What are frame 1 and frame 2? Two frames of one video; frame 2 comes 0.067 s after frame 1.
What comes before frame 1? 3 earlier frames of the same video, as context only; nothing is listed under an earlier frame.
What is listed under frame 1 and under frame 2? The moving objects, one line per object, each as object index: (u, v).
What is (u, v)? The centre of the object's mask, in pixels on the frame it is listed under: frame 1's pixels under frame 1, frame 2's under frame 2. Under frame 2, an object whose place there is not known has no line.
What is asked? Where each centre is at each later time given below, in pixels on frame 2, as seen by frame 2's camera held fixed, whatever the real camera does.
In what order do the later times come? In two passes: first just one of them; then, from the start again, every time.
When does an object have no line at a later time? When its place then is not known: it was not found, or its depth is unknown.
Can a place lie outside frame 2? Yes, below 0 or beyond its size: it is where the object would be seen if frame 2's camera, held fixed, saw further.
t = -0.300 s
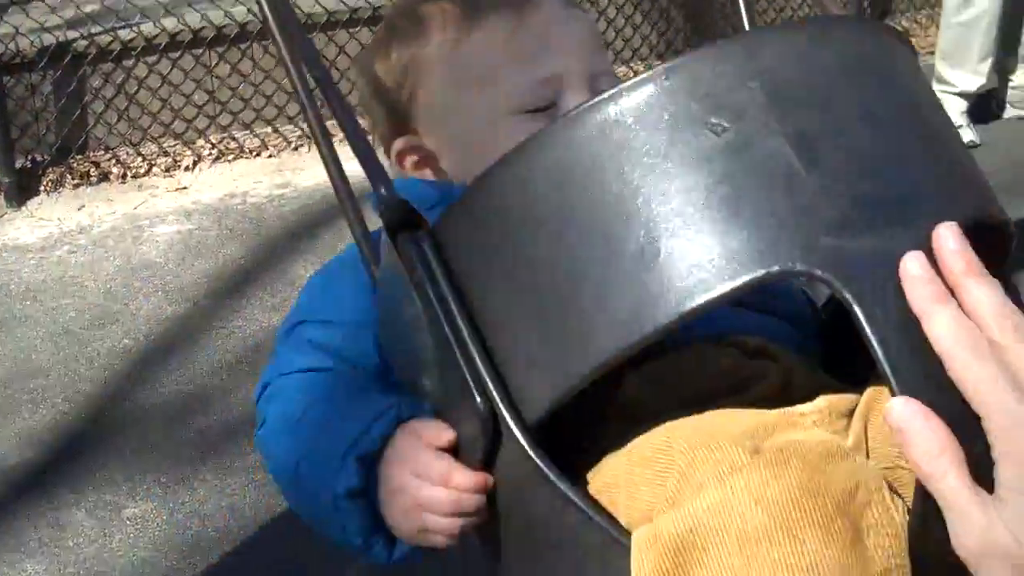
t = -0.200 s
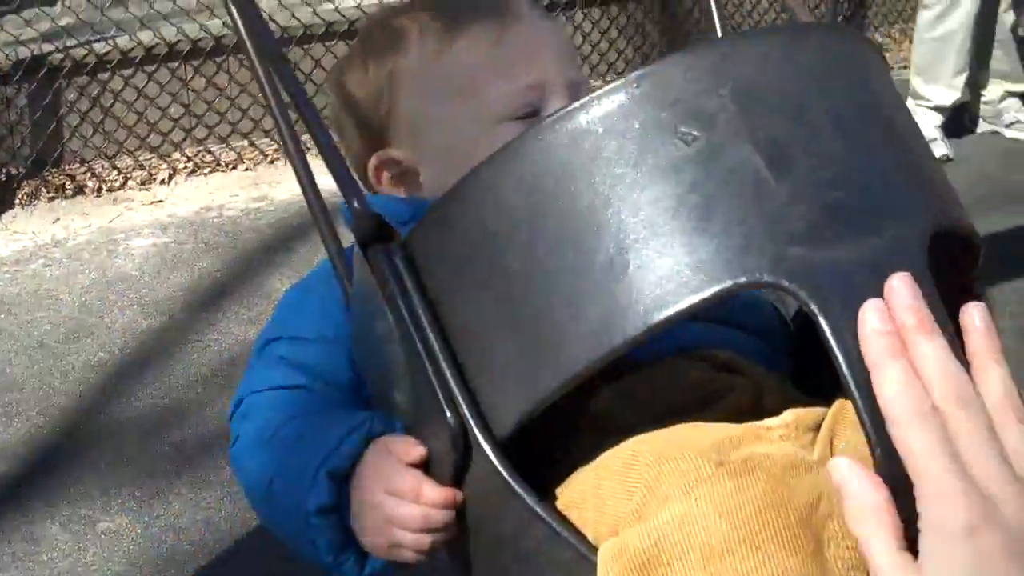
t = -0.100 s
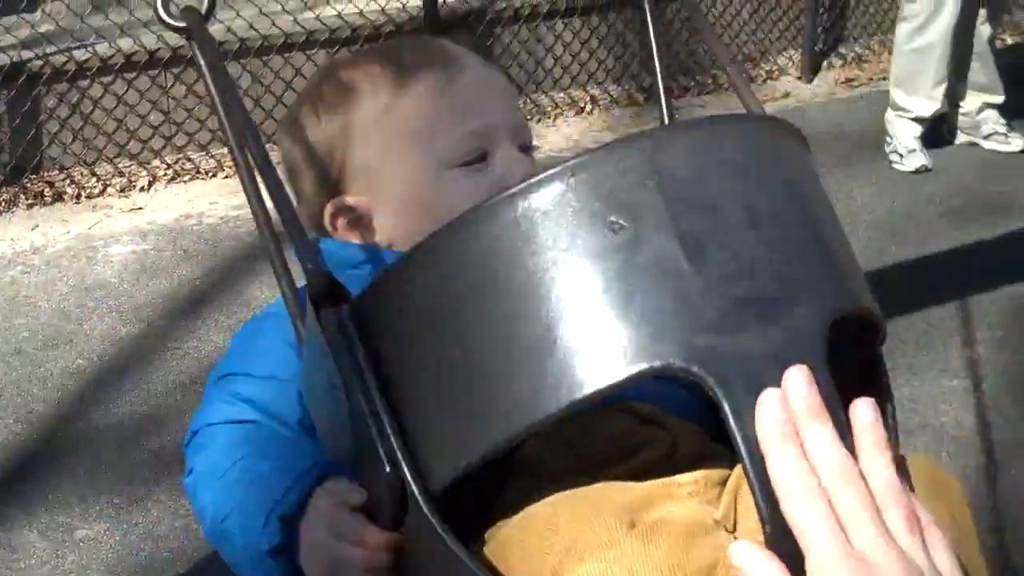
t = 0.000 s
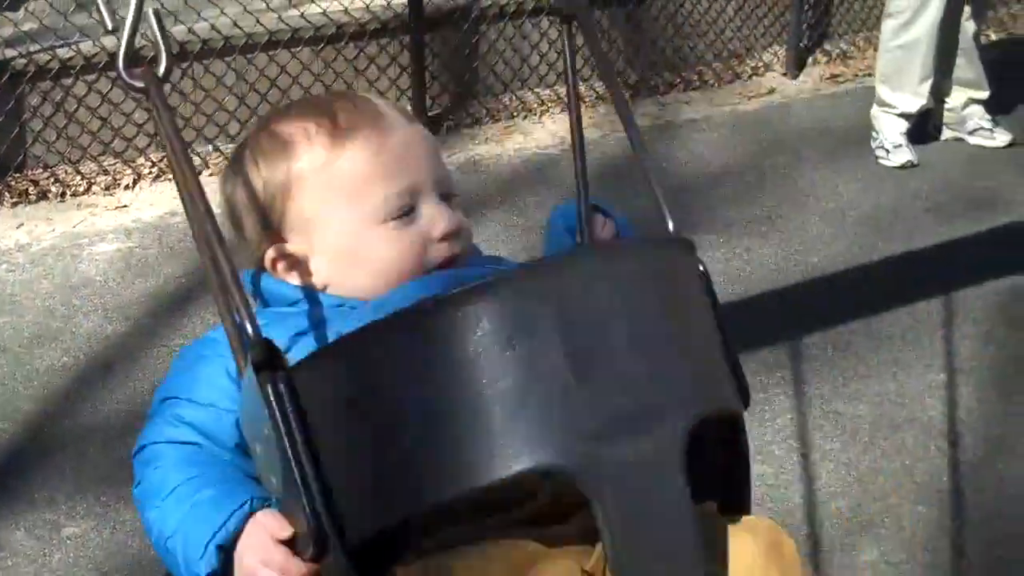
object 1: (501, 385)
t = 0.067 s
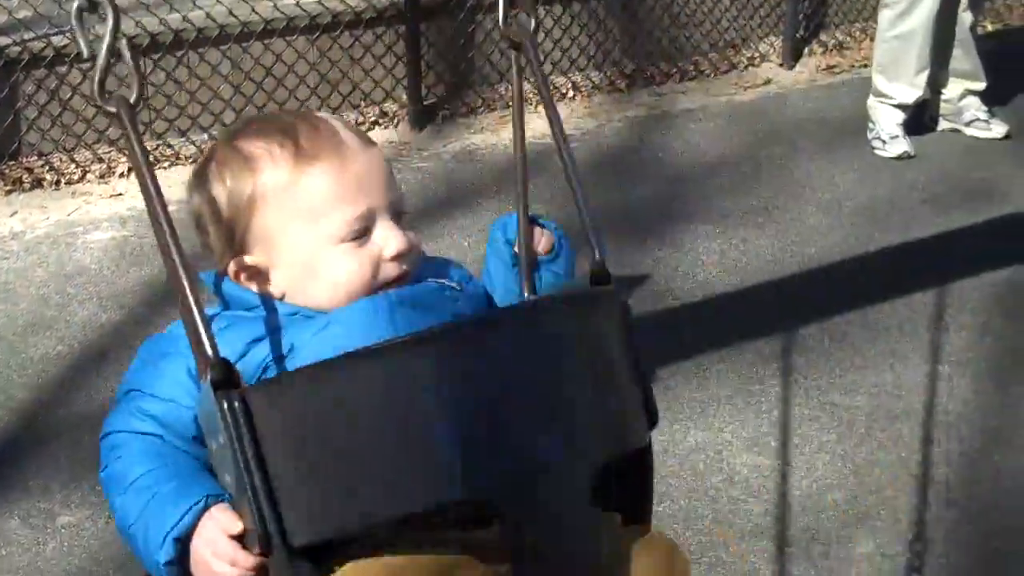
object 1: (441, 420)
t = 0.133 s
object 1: (375, 439)
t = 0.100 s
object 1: (408, 438)
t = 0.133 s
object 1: (375, 439)
